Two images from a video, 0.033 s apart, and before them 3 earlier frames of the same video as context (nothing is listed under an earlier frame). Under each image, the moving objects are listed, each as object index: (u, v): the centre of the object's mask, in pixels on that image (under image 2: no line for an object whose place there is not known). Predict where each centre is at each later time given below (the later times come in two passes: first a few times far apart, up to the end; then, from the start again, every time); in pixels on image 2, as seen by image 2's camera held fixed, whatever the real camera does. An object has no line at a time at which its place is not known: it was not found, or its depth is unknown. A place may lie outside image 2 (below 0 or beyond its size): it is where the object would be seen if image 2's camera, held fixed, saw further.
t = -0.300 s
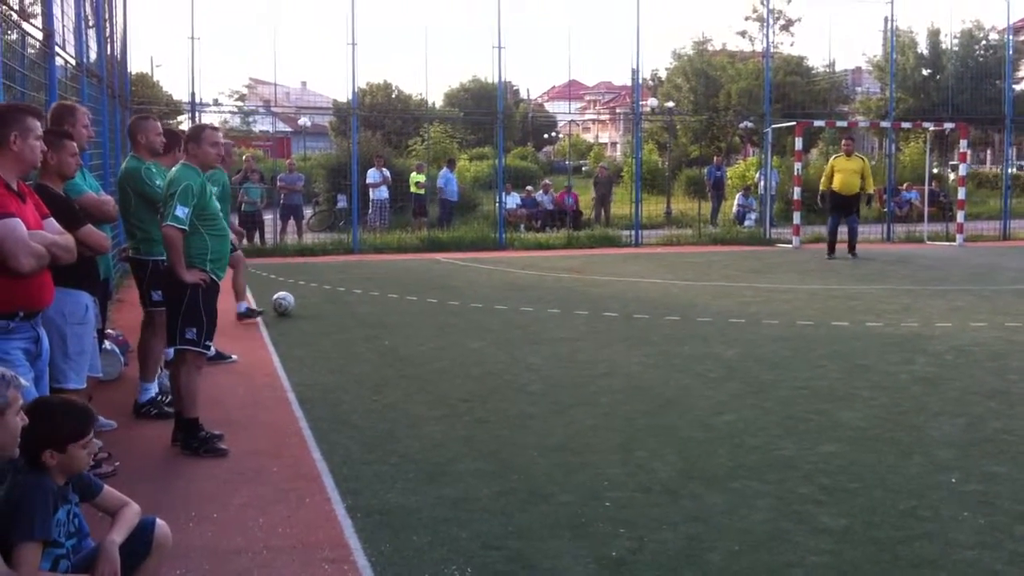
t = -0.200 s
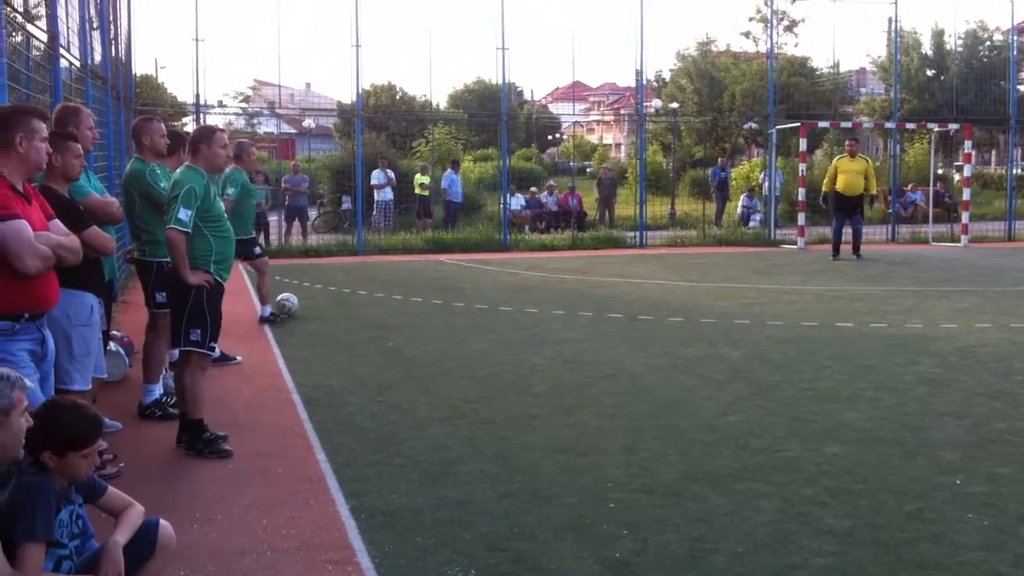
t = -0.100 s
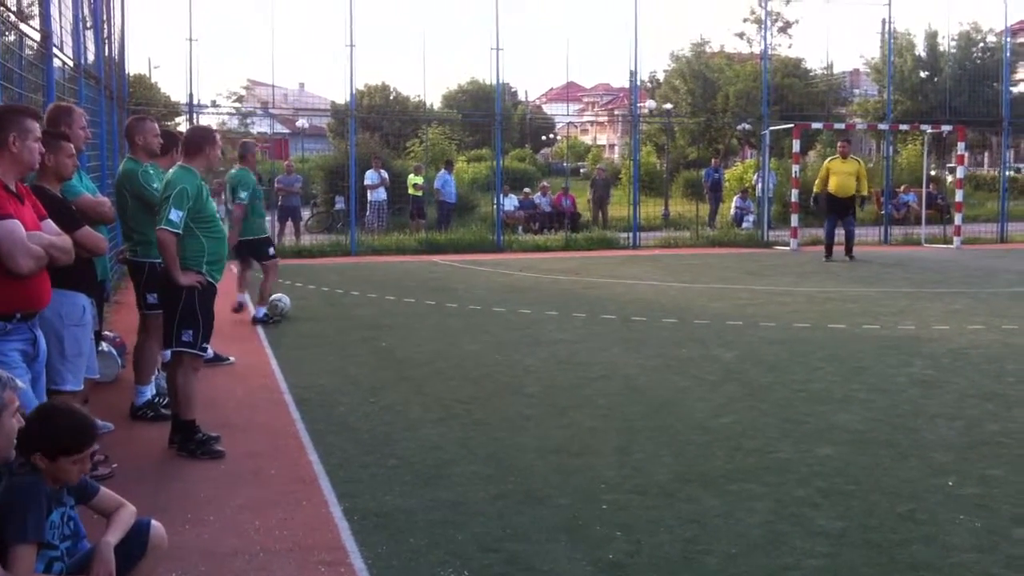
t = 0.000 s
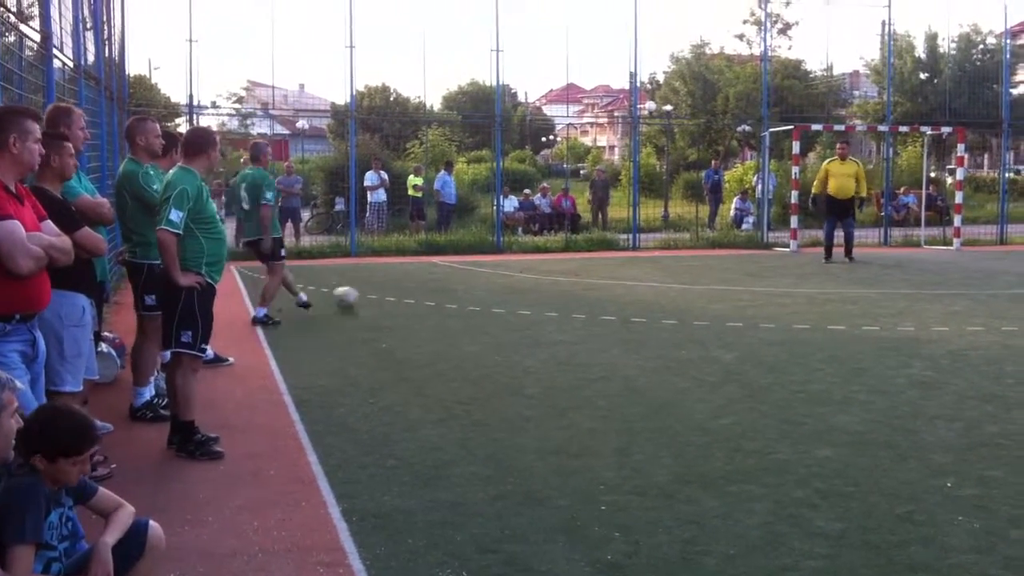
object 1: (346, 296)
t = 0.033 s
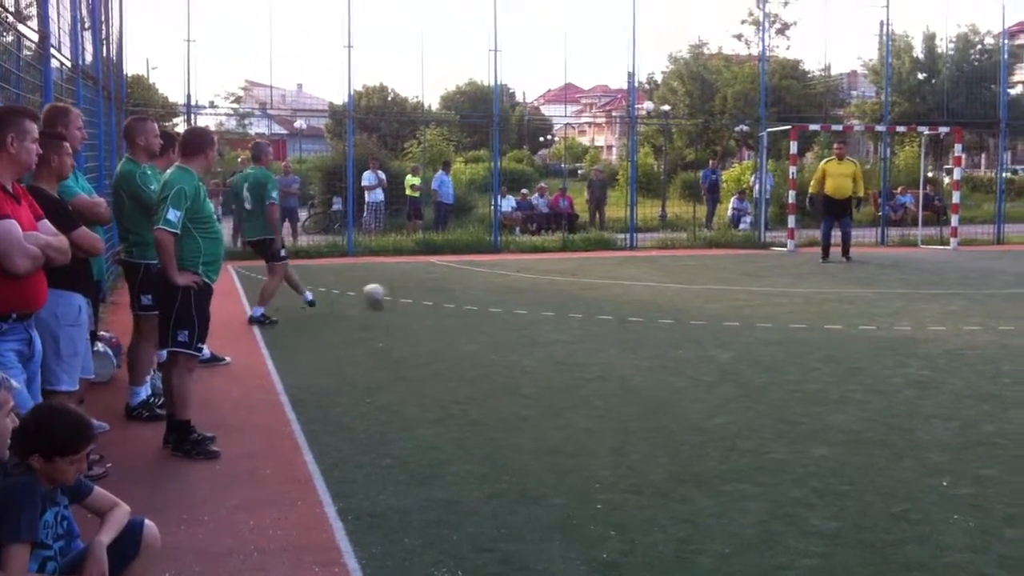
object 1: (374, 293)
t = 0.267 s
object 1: (542, 275)
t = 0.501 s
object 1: (655, 265)
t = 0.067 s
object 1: (404, 293)
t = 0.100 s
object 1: (430, 289)
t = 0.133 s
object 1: (456, 286)
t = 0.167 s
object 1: (481, 287)
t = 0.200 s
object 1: (504, 283)
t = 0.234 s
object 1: (523, 278)
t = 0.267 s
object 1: (542, 275)
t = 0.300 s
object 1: (561, 273)
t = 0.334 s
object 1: (580, 272)
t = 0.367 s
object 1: (596, 271)
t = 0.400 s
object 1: (614, 271)
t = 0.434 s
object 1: (628, 267)
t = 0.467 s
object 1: (641, 266)
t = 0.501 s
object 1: (655, 265)
